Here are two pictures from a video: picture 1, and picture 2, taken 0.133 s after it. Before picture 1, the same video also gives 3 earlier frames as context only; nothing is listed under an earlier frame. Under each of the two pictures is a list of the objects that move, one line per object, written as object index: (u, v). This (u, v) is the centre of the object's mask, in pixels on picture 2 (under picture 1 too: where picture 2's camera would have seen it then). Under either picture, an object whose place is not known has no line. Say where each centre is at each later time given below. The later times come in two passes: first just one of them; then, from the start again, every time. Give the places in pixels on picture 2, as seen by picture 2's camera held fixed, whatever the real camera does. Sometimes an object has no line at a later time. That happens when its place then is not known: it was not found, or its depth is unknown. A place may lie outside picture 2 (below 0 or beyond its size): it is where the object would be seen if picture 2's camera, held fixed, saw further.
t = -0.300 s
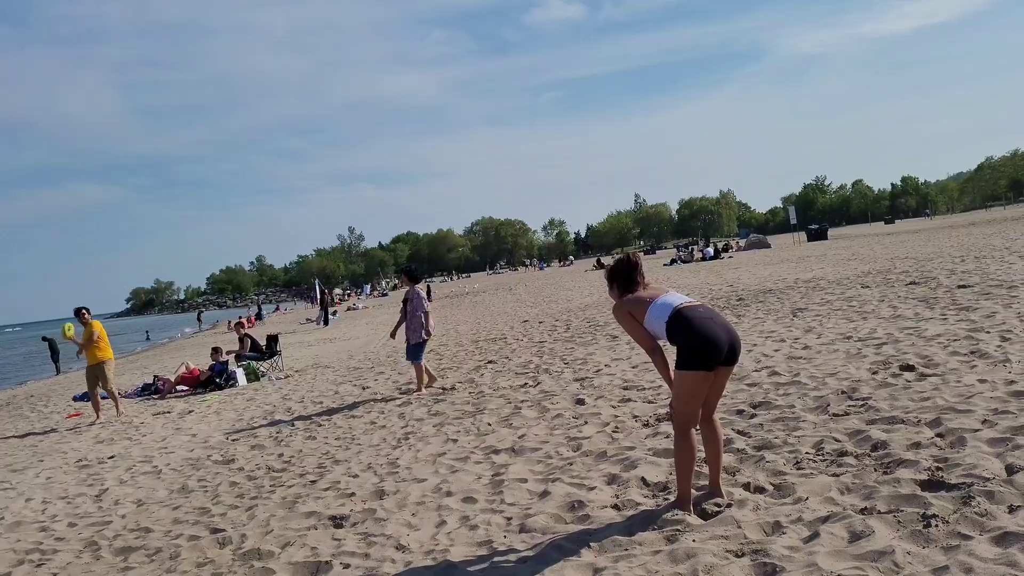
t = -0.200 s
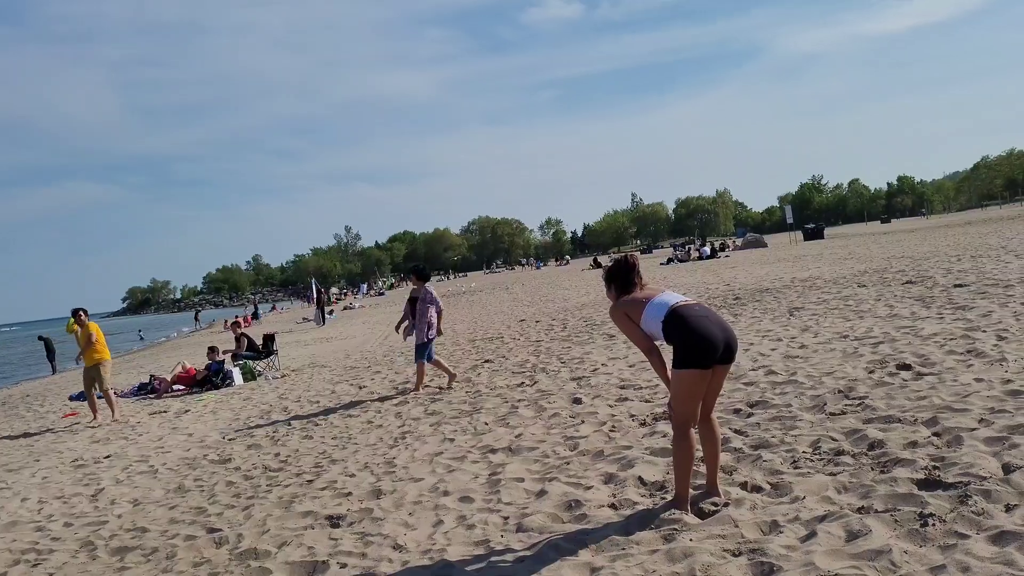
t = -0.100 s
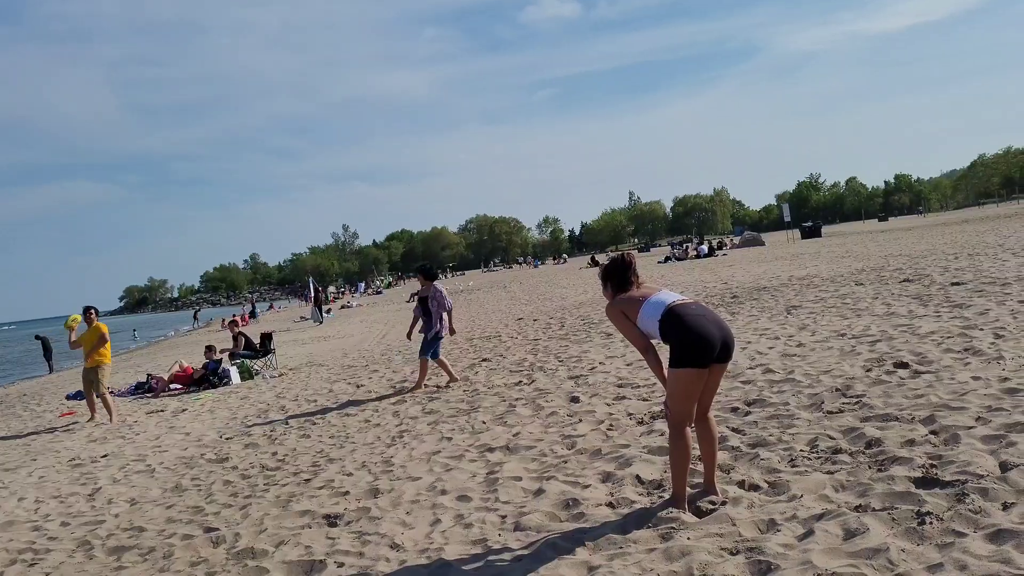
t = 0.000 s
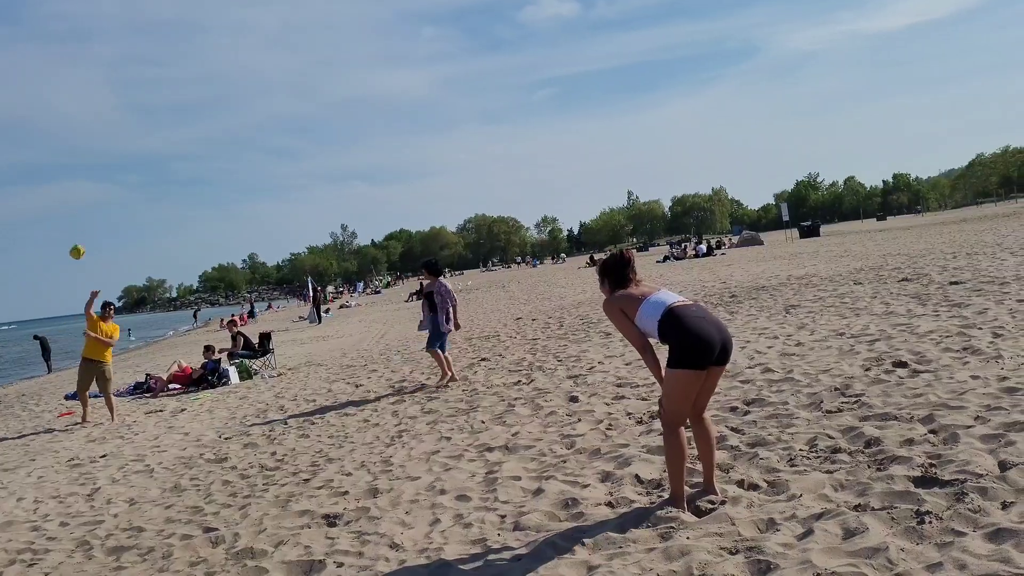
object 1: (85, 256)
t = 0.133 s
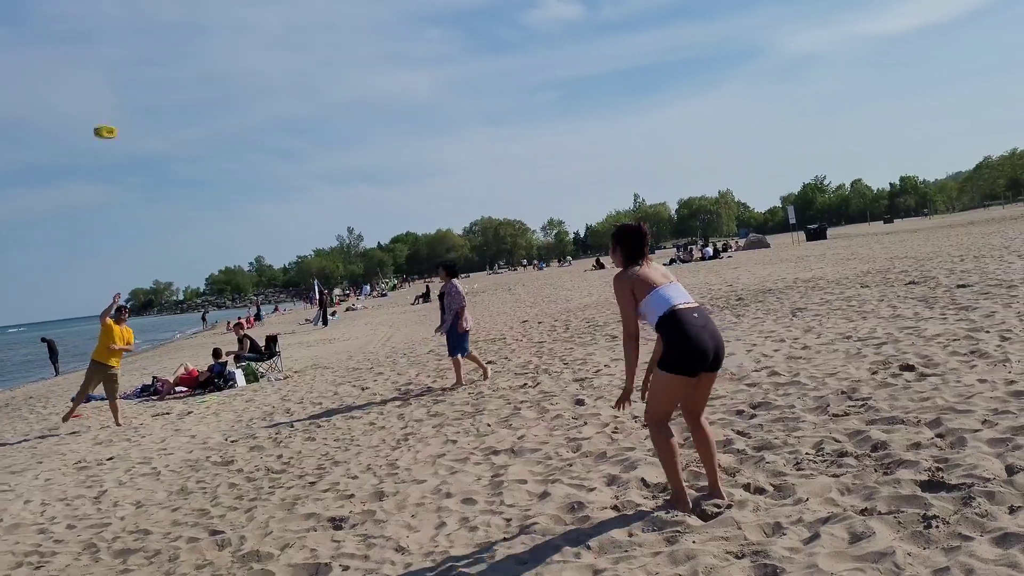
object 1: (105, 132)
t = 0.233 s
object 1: (122, 54)
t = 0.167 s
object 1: (110, 104)
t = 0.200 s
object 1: (115, 79)
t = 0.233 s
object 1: (122, 54)
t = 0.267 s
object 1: (128, 31)
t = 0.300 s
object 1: (134, 10)
